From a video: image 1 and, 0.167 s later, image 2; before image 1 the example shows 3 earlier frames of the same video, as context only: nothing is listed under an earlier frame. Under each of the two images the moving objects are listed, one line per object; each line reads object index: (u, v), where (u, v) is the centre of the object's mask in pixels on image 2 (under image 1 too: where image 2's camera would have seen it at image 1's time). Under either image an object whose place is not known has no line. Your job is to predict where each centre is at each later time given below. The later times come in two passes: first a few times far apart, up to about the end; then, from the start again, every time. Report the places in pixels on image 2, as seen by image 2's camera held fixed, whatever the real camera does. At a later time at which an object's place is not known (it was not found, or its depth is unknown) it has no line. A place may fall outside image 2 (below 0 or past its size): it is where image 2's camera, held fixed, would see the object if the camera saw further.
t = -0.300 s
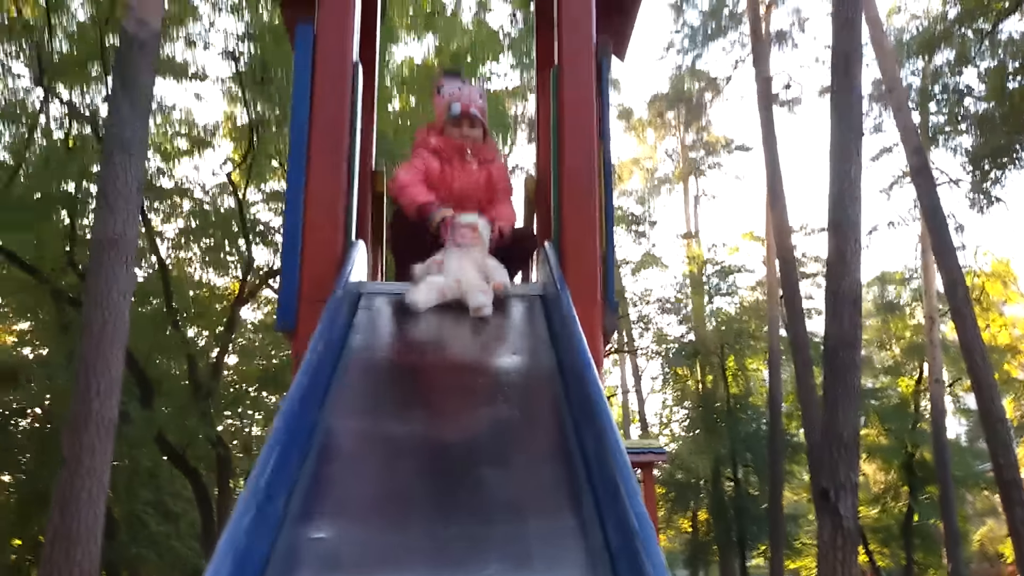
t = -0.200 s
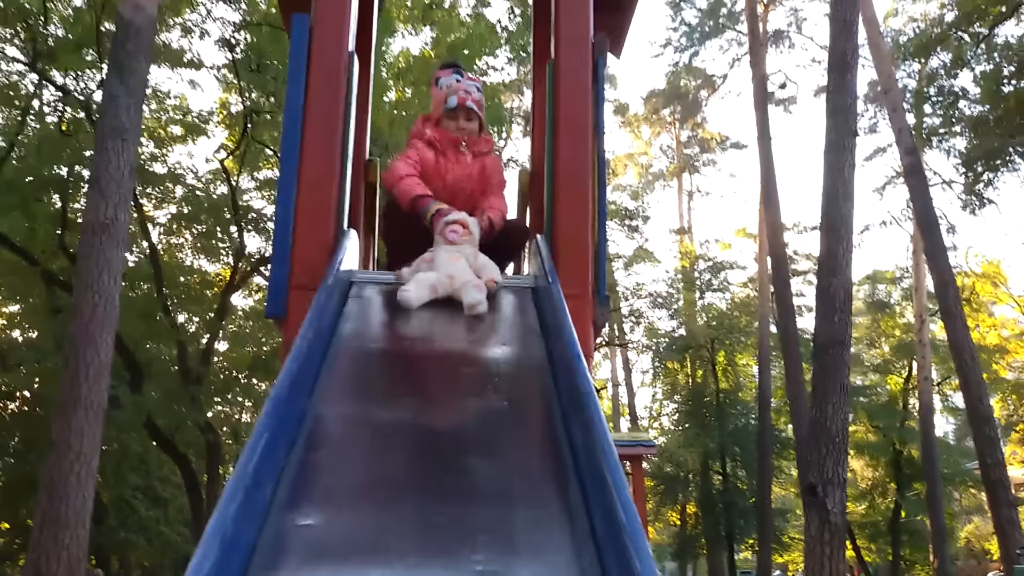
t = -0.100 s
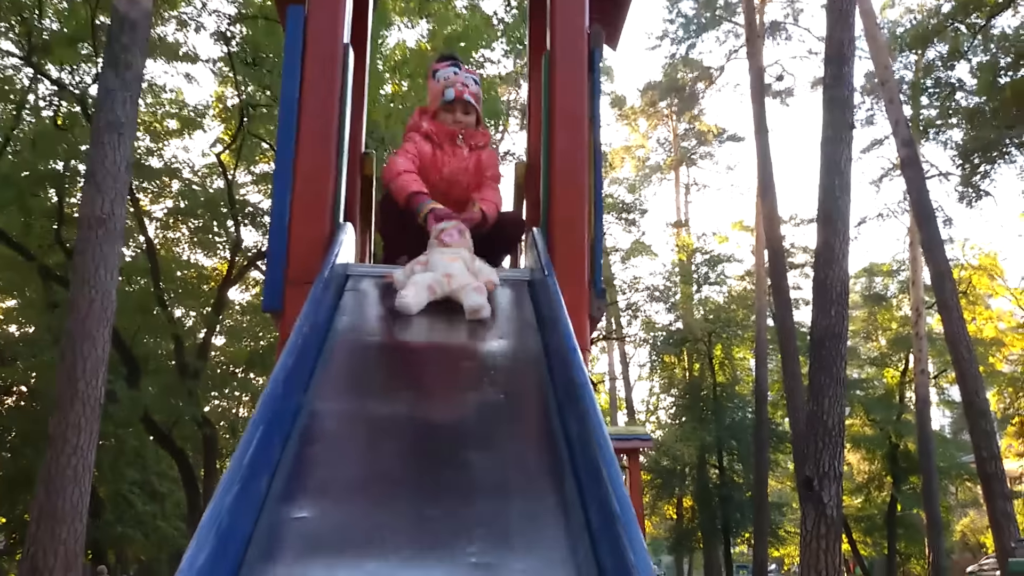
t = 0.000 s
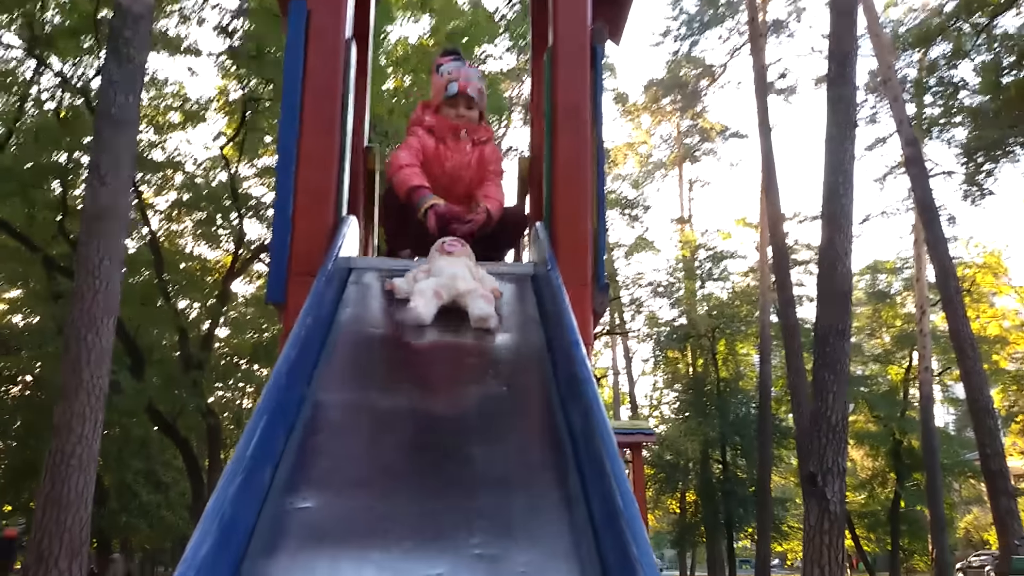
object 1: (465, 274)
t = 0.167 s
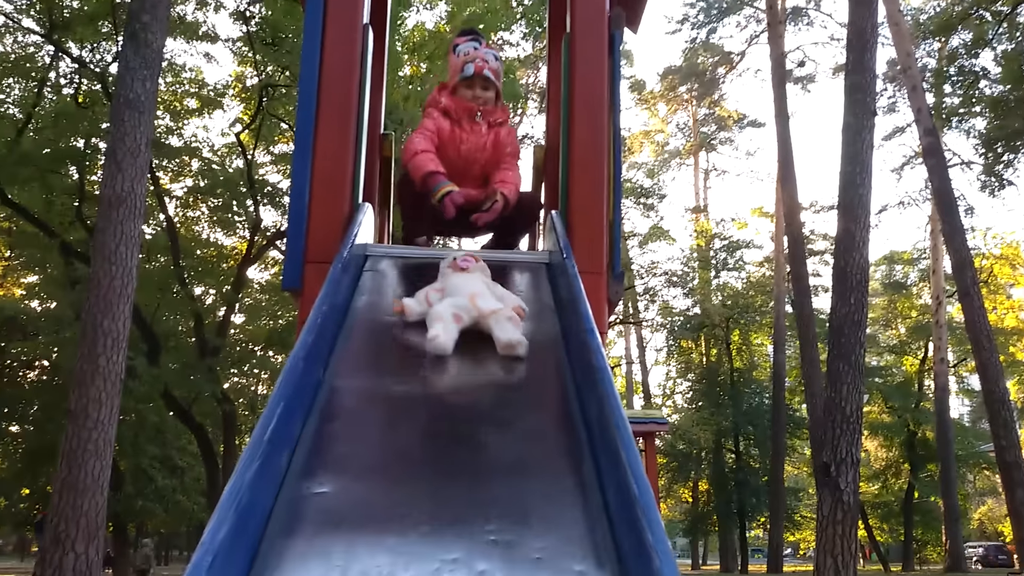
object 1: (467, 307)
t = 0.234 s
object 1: (468, 327)
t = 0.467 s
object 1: (477, 448)
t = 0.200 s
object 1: (469, 316)
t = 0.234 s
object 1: (468, 327)
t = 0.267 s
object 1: (470, 338)
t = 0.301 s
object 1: (471, 352)
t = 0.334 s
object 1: (471, 366)
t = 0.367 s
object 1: (473, 381)
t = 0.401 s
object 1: (475, 399)
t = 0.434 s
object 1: (476, 422)
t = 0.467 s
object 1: (477, 448)
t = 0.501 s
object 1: (480, 479)
